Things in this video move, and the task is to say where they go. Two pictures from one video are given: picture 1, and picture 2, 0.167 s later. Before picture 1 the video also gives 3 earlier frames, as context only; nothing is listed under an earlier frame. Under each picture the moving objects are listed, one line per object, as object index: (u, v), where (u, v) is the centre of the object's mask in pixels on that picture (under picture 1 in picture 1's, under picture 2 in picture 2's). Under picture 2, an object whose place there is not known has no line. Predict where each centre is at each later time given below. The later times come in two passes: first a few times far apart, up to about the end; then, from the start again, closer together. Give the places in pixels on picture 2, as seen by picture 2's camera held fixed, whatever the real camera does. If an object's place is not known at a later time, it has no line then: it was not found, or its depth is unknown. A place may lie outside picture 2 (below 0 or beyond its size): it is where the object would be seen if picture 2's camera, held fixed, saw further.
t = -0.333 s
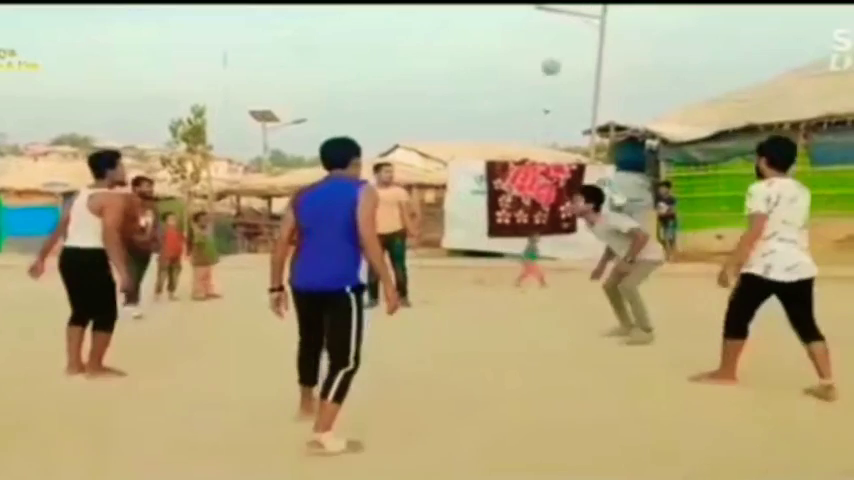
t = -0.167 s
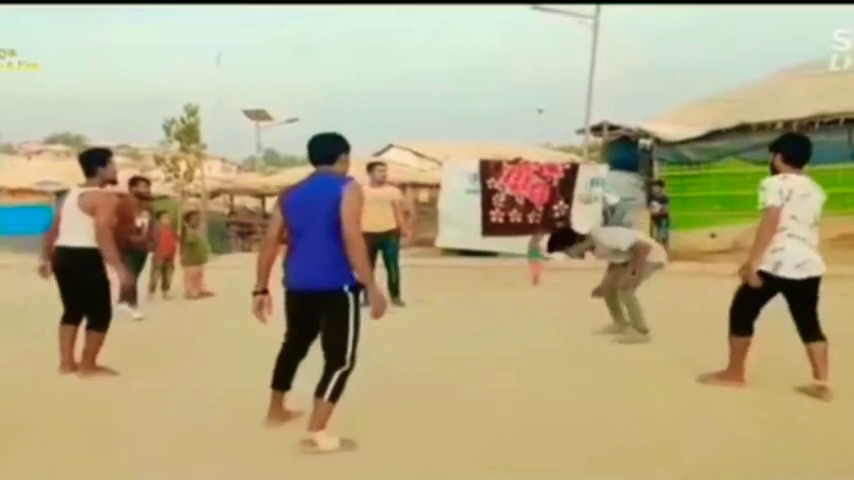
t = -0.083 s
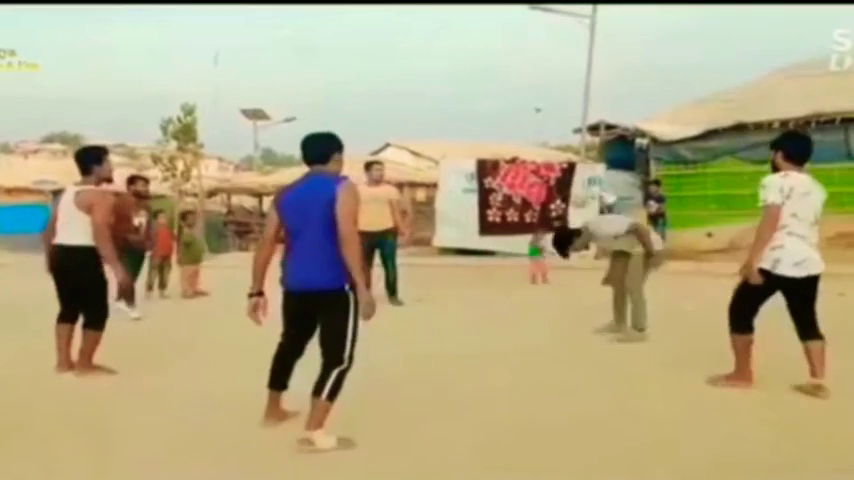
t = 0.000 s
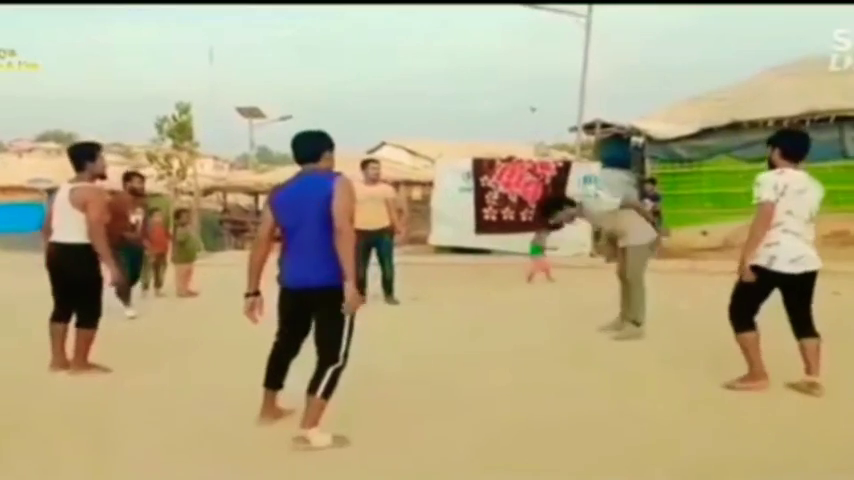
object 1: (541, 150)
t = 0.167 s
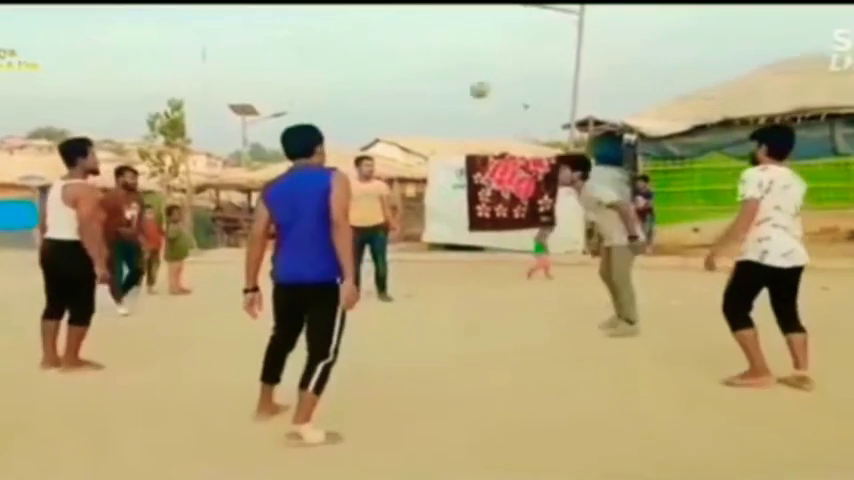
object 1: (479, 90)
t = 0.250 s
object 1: (456, 75)
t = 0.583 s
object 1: (338, 83)
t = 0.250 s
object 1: (456, 75)
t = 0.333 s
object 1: (433, 66)
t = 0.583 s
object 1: (338, 83)
